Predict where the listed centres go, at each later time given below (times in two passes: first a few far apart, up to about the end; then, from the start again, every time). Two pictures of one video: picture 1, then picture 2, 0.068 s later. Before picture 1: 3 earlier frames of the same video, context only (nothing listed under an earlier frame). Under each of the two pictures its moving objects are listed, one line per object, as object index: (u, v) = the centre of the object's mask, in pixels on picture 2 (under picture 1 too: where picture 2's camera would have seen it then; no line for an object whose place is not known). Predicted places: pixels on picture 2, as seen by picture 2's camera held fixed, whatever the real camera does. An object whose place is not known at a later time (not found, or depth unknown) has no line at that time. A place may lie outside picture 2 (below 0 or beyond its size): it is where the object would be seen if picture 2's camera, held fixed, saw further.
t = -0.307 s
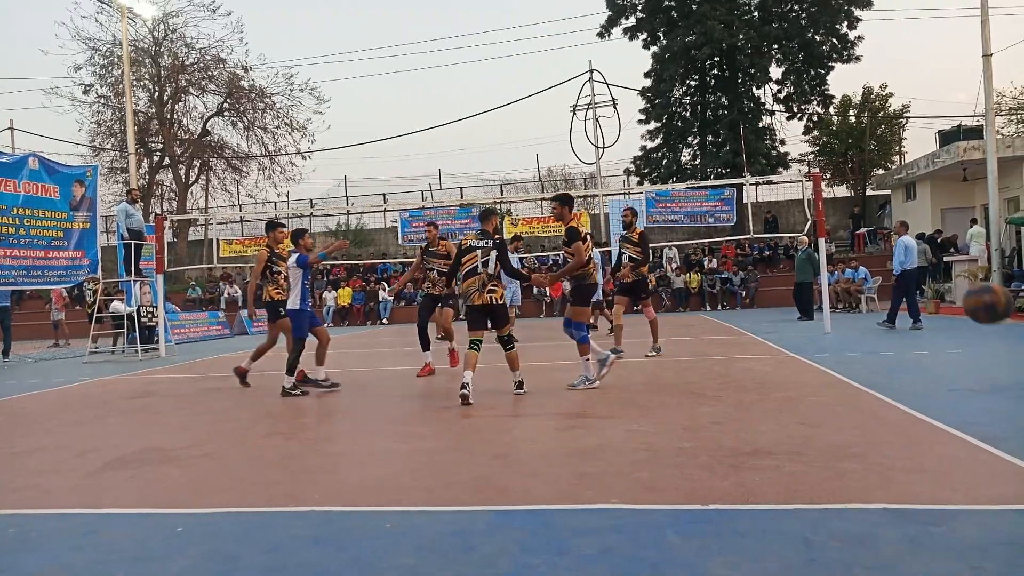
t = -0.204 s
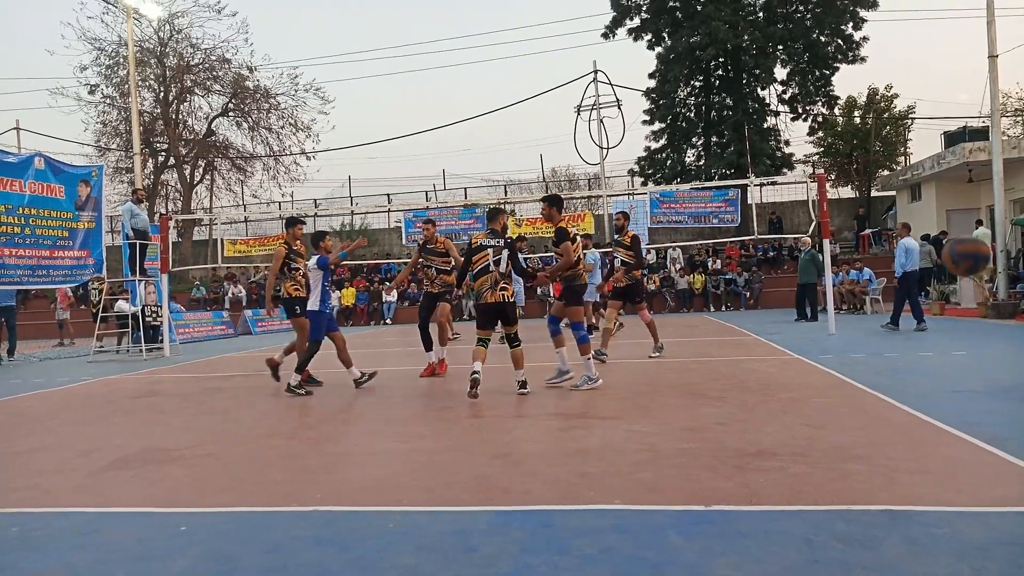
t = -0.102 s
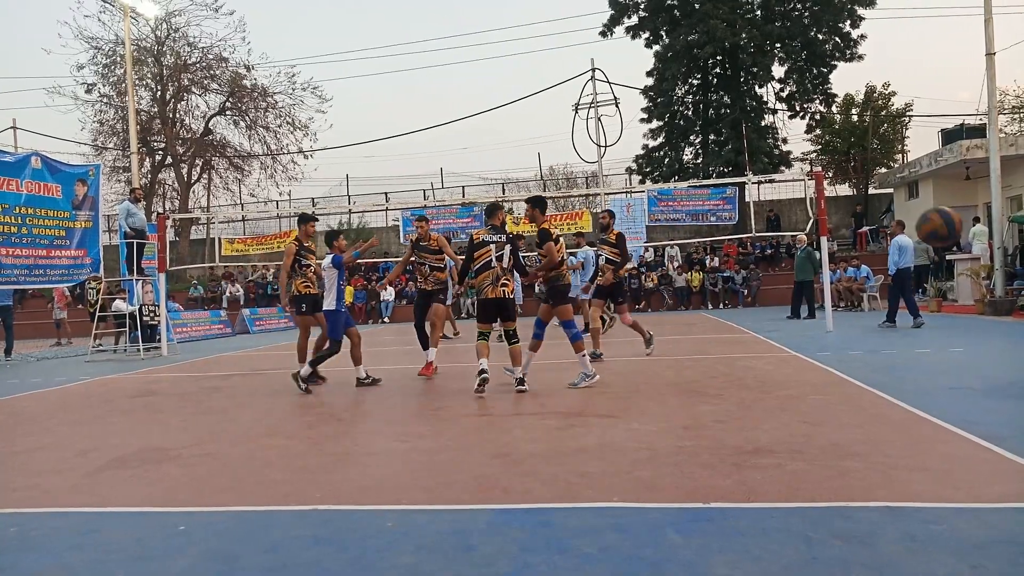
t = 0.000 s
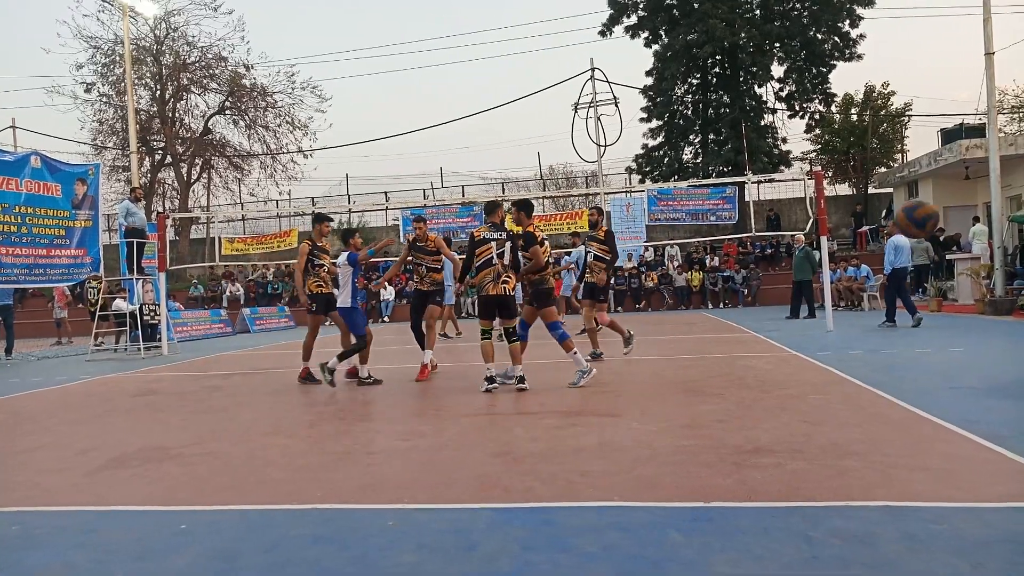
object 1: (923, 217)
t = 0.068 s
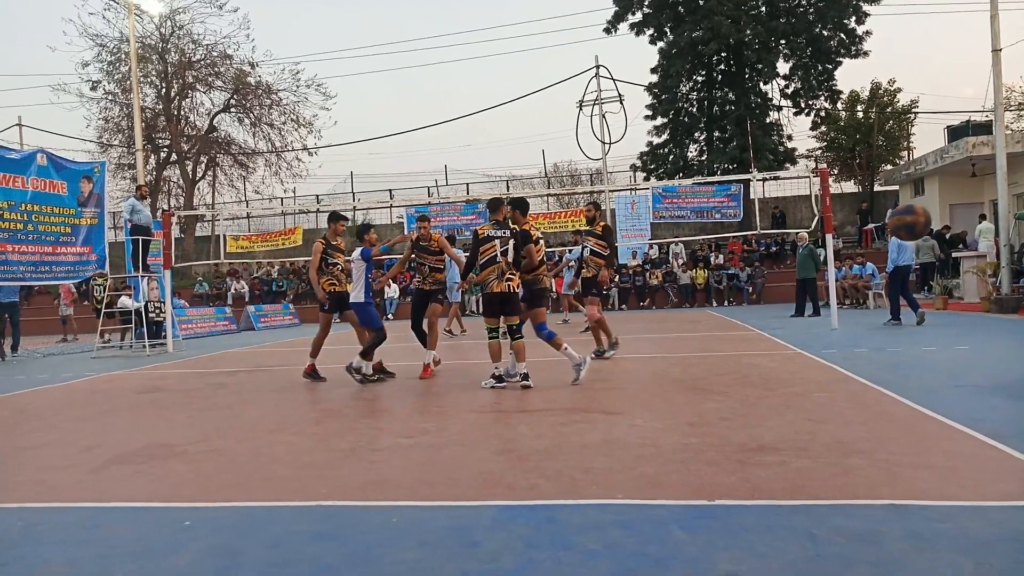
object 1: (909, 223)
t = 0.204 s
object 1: (885, 256)
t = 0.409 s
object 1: (856, 357)
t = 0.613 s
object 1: (823, 354)
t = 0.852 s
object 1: (786, 291)
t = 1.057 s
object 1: (760, 302)
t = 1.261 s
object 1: (738, 366)
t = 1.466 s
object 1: (712, 344)
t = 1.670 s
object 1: (687, 318)
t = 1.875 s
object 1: (666, 341)
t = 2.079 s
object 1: (646, 364)
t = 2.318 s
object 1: (623, 334)
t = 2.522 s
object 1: (607, 356)
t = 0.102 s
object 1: (903, 228)
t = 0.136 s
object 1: (897, 235)
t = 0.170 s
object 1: (891, 244)
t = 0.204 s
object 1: (885, 256)
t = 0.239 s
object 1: (880, 269)
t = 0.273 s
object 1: (875, 283)
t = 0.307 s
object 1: (869, 298)
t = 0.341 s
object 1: (864, 317)
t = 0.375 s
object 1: (860, 336)
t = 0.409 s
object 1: (856, 357)
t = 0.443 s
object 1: (851, 379)
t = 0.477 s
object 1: (847, 403)
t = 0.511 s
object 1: (842, 408)
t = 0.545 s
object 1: (836, 388)
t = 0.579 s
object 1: (829, 370)
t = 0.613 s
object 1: (823, 354)
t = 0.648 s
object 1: (817, 339)
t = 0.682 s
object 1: (811, 327)
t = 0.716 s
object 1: (806, 316)
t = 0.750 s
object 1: (800, 307)
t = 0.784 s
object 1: (795, 301)
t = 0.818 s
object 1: (791, 295)
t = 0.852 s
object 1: (786, 291)
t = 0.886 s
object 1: (781, 289)
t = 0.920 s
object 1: (776, 289)
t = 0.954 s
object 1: (771, 289)
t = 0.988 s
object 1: (767, 292)
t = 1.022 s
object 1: (763, 296)
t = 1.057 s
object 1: (760, 302)
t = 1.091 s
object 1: (755, 309)
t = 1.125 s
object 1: (752, 317)
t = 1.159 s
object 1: (748, 328)
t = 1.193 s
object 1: (744, 339)
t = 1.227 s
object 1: (741, 351)
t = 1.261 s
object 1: (738, 366)
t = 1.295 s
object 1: (735, 380)
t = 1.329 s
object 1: (731, 390)
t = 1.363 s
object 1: (726, 376)
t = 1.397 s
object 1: (721, 364)
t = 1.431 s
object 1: (717, 353)
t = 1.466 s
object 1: (712, 344)
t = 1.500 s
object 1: (708, 336)
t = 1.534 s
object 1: (703, 329)
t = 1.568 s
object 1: (699, 324)
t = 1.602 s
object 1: (695, 321)
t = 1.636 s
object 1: (691, 319)
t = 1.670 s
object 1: (687, 318)
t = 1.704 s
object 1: (684, 319)
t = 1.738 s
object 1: (680, 321)
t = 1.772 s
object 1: (676, 324)
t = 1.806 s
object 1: (672, 328)
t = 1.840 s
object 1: (669, 334)
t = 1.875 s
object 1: (666, 341)
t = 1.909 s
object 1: (663, 349)
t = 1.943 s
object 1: (660, 359)
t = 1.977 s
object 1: (657, 370)
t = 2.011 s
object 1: (654, 382)
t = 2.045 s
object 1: (650, 373)
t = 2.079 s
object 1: (646, 364)
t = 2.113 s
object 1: (643, 355)
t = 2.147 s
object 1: (639, 349)
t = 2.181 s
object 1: (636, 343)
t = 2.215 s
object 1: (633, 339)
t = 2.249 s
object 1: (629, 336)
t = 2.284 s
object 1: (626, 334)
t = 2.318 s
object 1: (623, 334)
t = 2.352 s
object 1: (620, 335)
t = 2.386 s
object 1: (618, 337)
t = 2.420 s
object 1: (615, 339)
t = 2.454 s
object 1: (613, 344)
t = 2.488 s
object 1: (610, 349)
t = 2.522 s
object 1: (607, 356)
